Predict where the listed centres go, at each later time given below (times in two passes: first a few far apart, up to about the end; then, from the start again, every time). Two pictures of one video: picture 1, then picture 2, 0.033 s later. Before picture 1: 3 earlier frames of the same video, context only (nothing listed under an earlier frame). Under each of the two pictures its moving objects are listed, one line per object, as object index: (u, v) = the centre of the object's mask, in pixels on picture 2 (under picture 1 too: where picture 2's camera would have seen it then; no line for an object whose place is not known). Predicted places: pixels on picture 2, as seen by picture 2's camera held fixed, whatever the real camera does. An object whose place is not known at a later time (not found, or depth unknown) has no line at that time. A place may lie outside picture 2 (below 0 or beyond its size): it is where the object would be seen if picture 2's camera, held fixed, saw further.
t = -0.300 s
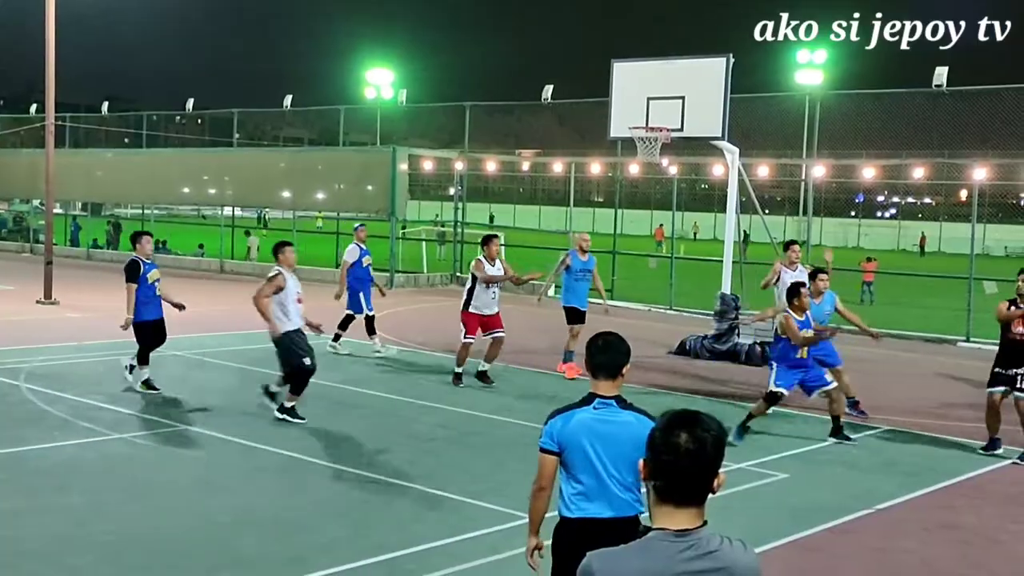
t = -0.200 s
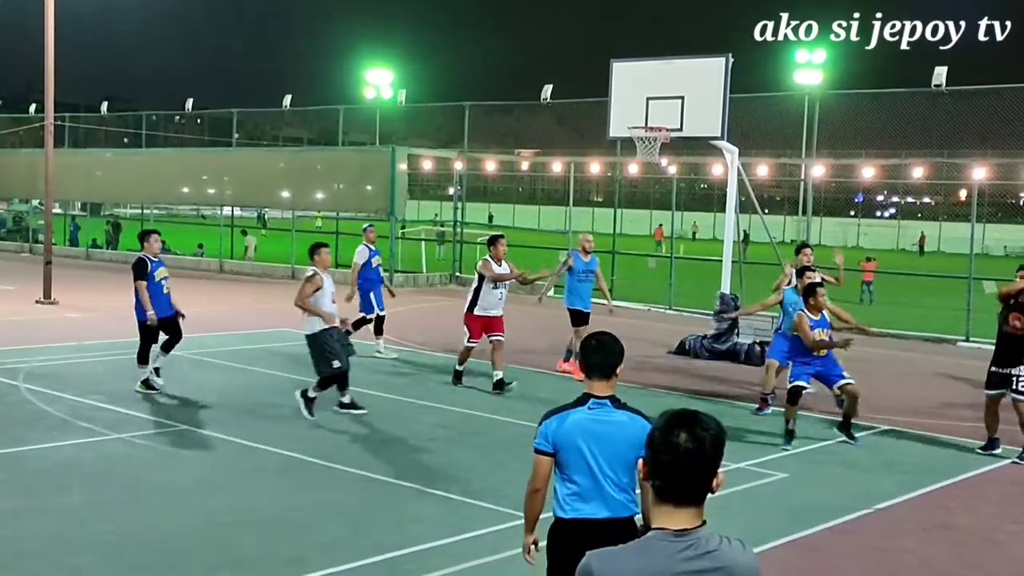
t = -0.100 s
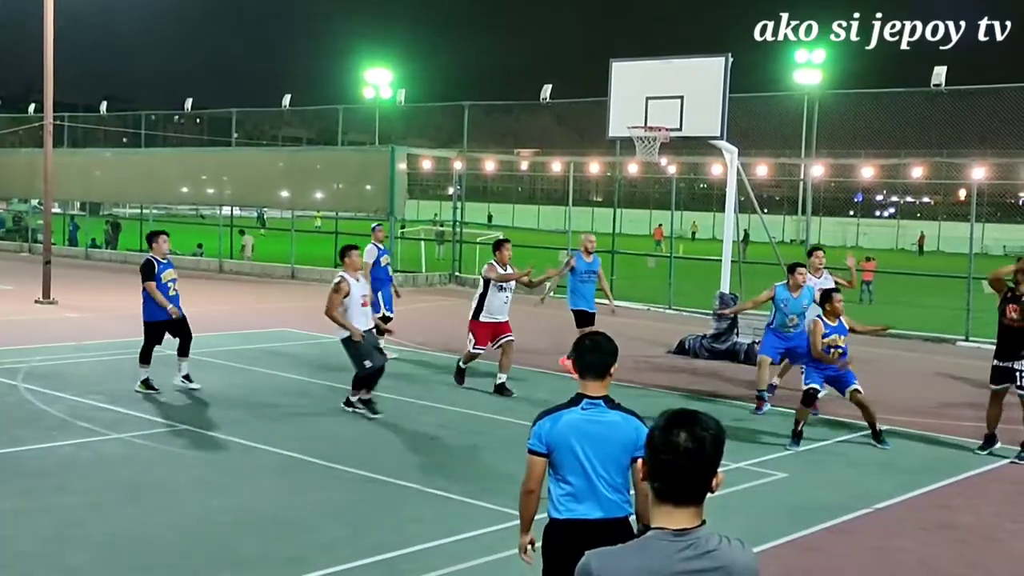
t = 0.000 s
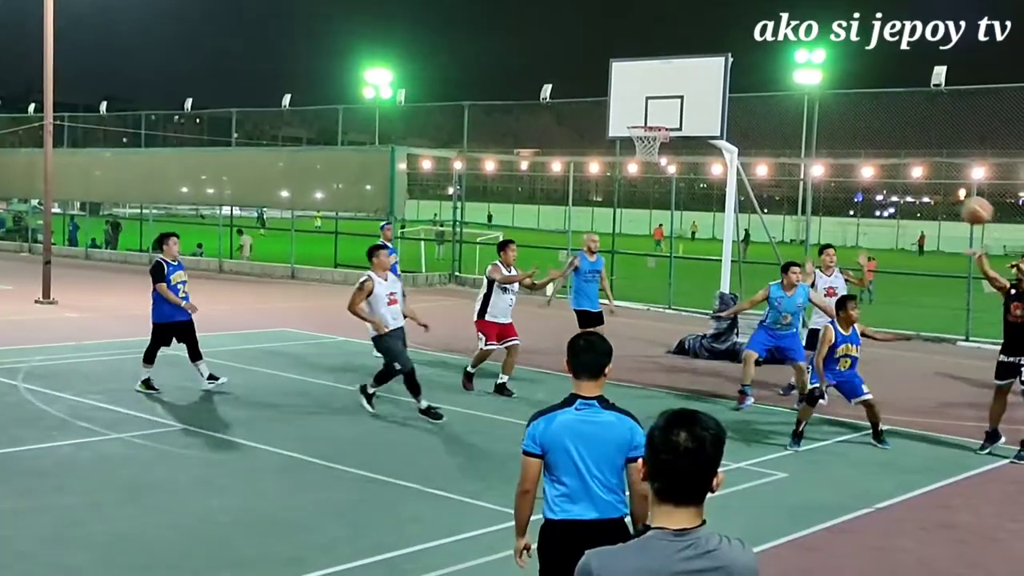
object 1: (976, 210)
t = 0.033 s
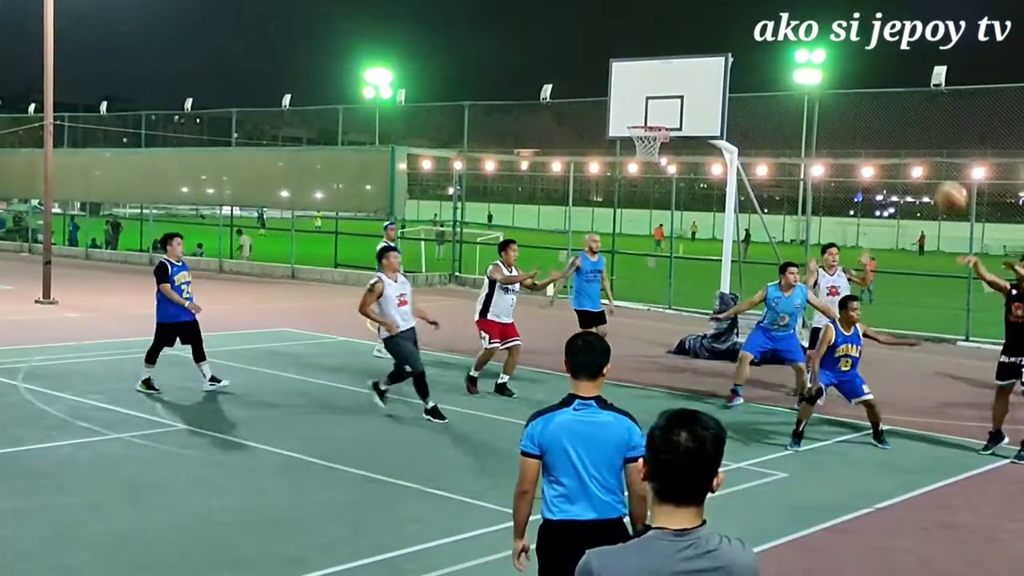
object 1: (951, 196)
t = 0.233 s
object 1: (780, 128)
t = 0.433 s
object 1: (580, 106)
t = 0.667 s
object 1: (305, 149)
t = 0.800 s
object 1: (120, 217)
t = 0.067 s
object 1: (924, 181)
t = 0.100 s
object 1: (896, 169)
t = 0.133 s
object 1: (869, 156)
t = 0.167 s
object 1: (839, 145)
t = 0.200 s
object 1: (810, 137)
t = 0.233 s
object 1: (780, 128)
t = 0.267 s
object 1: (749, 121)
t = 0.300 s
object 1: (717, 116)
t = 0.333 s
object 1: (683, 111)
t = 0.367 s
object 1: (648, 109)
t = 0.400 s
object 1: (612, 106)
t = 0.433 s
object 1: (580, 106)
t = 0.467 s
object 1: (544, 107)
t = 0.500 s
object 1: (507, 109)
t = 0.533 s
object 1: (469, 114)
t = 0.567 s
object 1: (430, 120)
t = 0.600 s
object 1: (389, 128)
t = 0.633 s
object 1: (348, 137)
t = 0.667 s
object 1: (305, 149)
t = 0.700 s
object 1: (262, 163)
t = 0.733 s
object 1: (217, 179)
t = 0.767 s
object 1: (169, 196)
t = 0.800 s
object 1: (120, 217)
